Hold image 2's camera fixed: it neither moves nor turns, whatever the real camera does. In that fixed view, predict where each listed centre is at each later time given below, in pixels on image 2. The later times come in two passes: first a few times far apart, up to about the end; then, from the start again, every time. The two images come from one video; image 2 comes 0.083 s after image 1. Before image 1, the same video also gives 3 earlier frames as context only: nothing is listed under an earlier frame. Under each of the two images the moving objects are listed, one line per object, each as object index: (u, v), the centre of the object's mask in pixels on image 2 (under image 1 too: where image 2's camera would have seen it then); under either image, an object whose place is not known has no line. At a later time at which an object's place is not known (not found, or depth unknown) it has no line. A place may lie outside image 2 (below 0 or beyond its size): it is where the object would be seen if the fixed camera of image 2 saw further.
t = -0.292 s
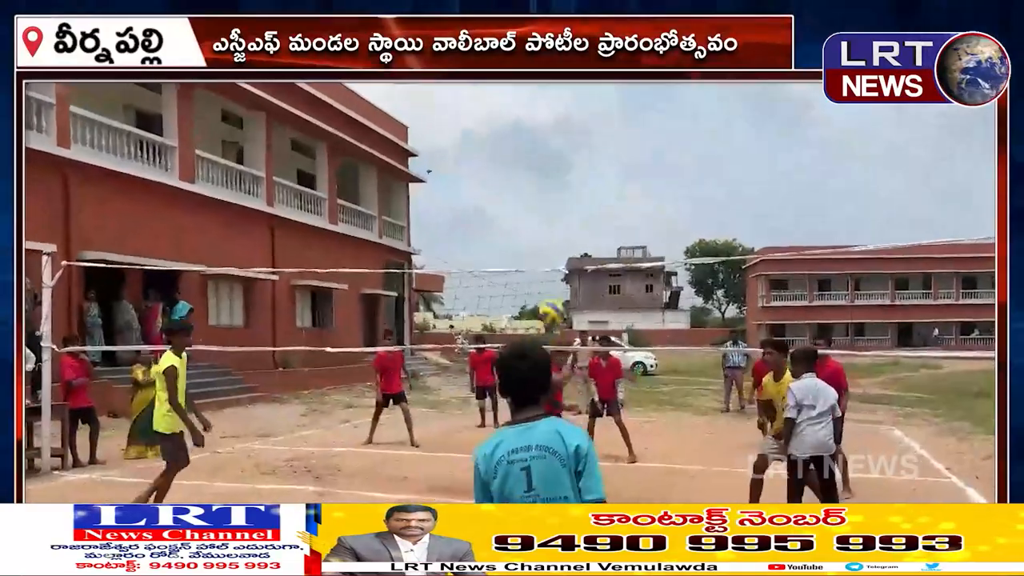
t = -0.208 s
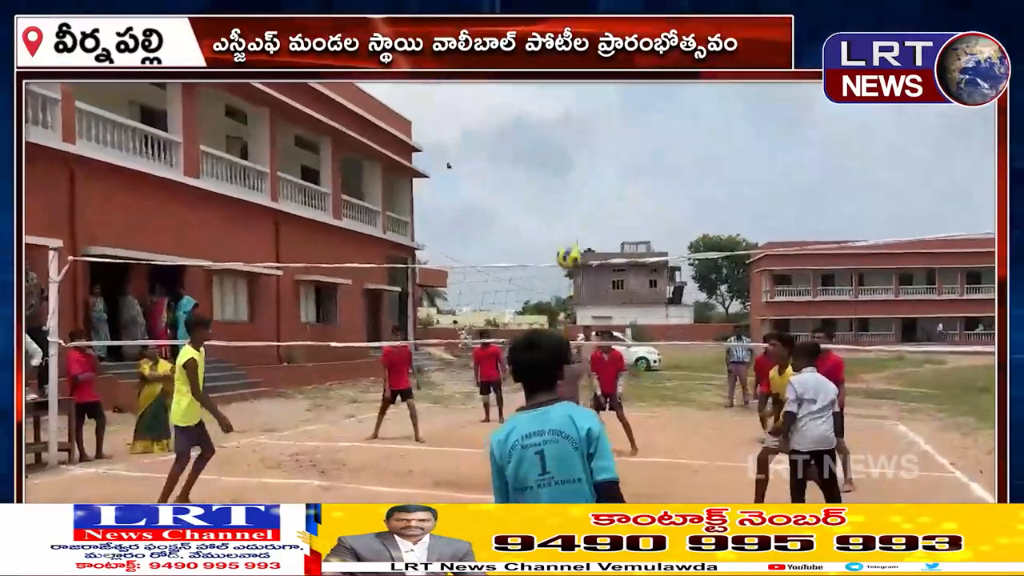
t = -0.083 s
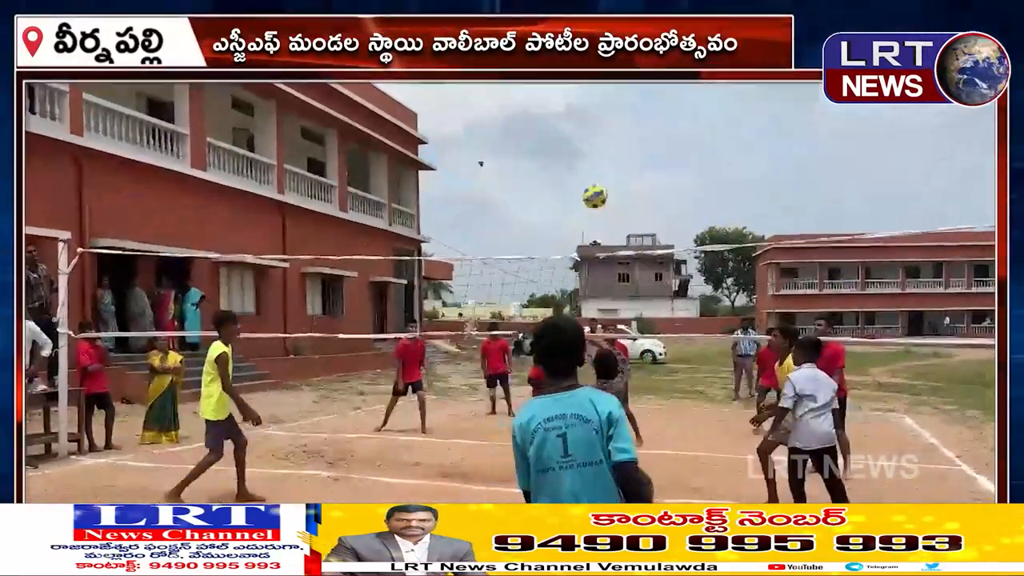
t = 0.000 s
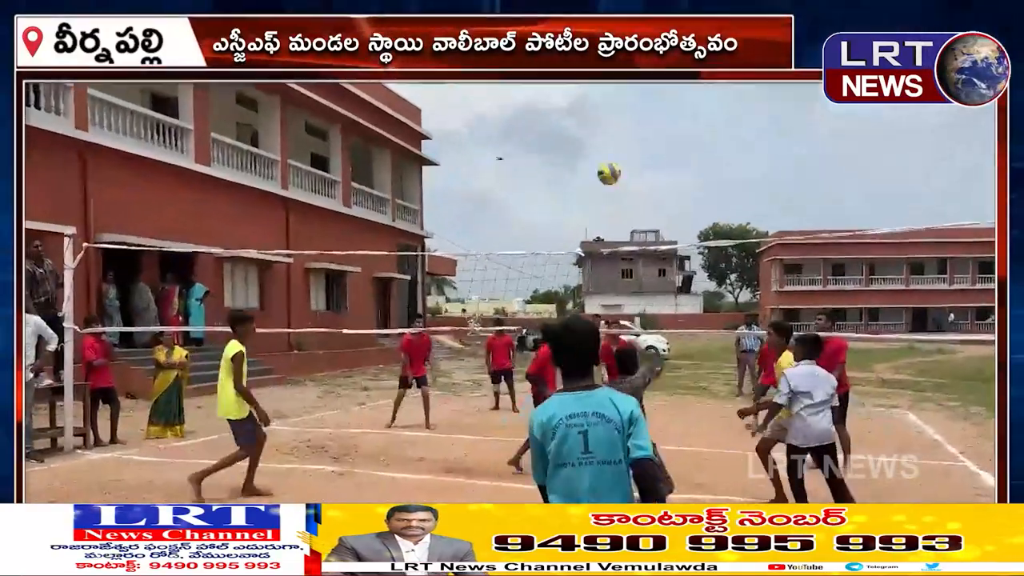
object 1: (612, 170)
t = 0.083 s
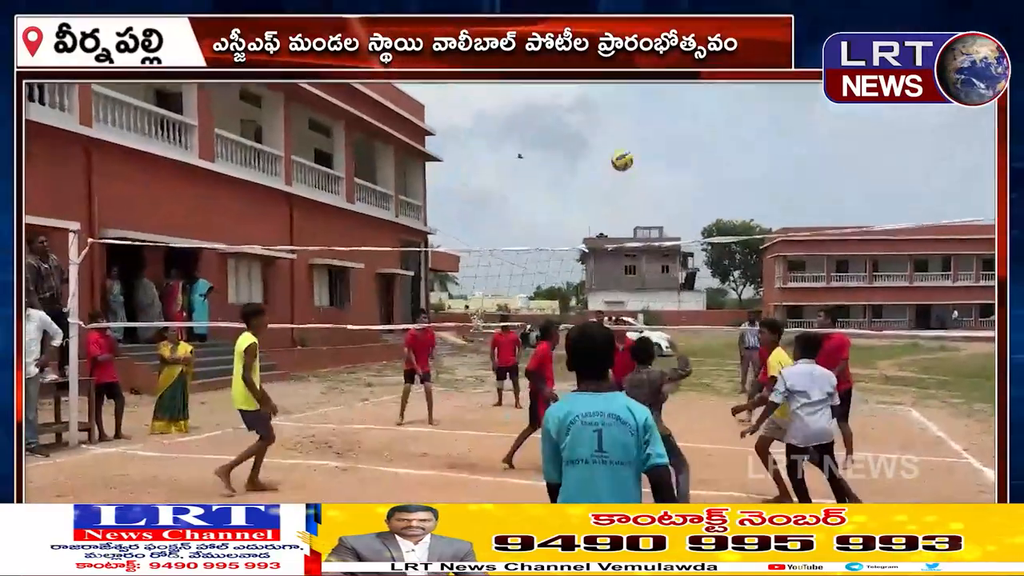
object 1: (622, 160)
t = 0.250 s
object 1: (638, 163)
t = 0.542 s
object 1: (661, 219)
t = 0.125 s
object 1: (625, 159)
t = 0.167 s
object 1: (631, 158)
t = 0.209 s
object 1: (634, 160)
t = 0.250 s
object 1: (638, 163)
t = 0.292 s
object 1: (641, 167)
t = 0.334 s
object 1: (645, 174)
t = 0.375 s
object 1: (648, 180)
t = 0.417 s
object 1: (652, 190)
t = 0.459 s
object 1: (655, 198)
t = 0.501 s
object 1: (658, 211)
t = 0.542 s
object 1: (661, 219)
